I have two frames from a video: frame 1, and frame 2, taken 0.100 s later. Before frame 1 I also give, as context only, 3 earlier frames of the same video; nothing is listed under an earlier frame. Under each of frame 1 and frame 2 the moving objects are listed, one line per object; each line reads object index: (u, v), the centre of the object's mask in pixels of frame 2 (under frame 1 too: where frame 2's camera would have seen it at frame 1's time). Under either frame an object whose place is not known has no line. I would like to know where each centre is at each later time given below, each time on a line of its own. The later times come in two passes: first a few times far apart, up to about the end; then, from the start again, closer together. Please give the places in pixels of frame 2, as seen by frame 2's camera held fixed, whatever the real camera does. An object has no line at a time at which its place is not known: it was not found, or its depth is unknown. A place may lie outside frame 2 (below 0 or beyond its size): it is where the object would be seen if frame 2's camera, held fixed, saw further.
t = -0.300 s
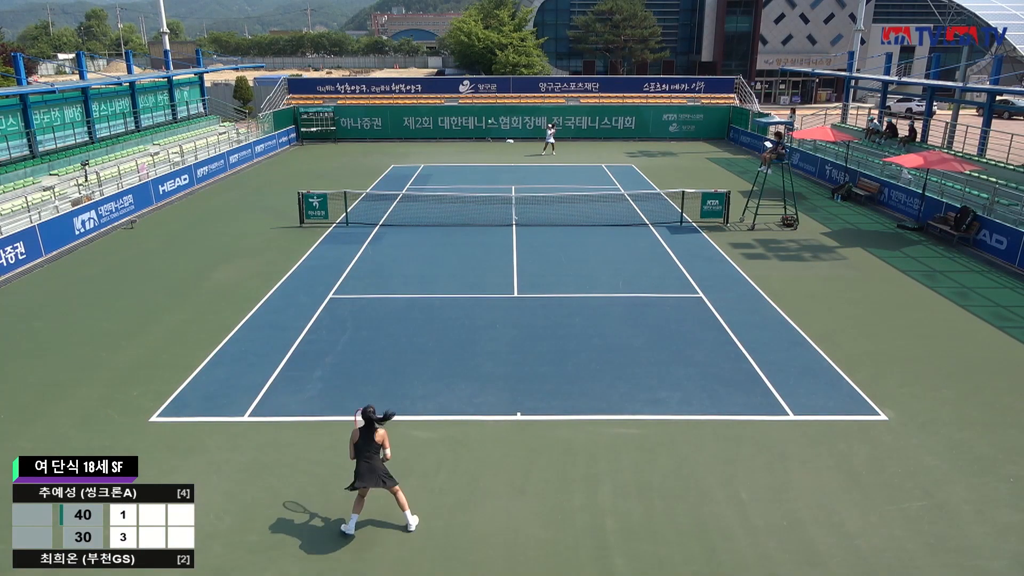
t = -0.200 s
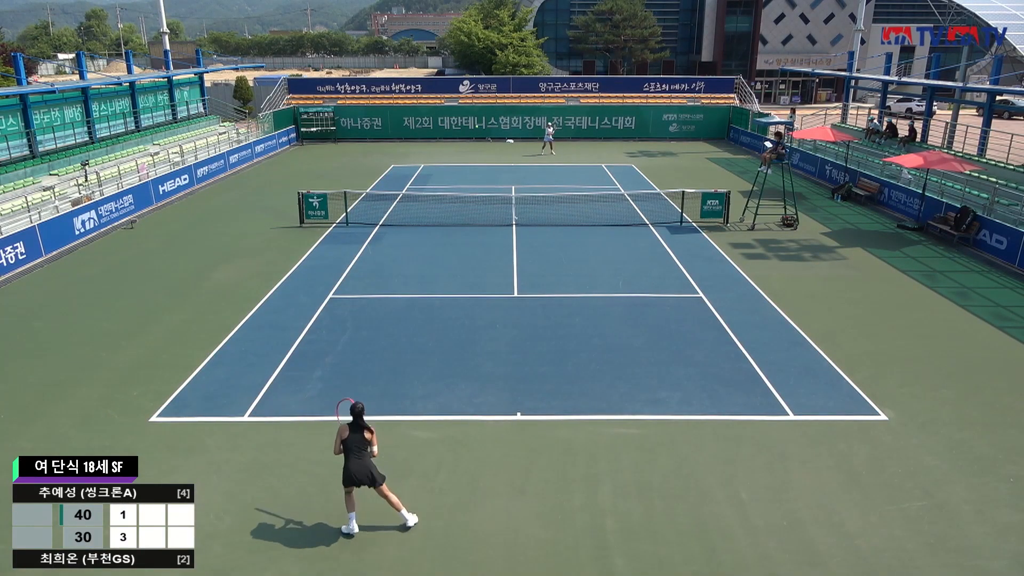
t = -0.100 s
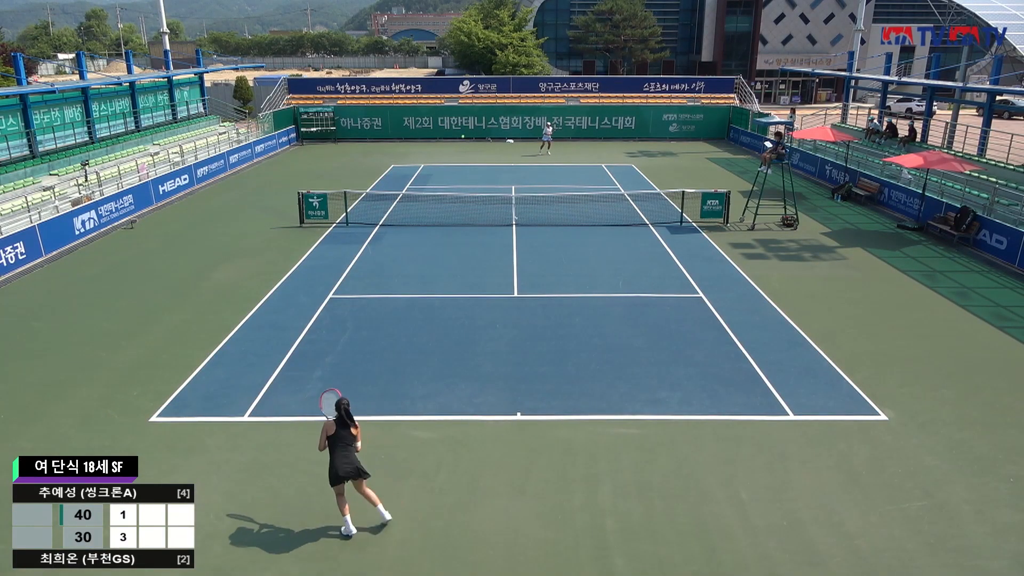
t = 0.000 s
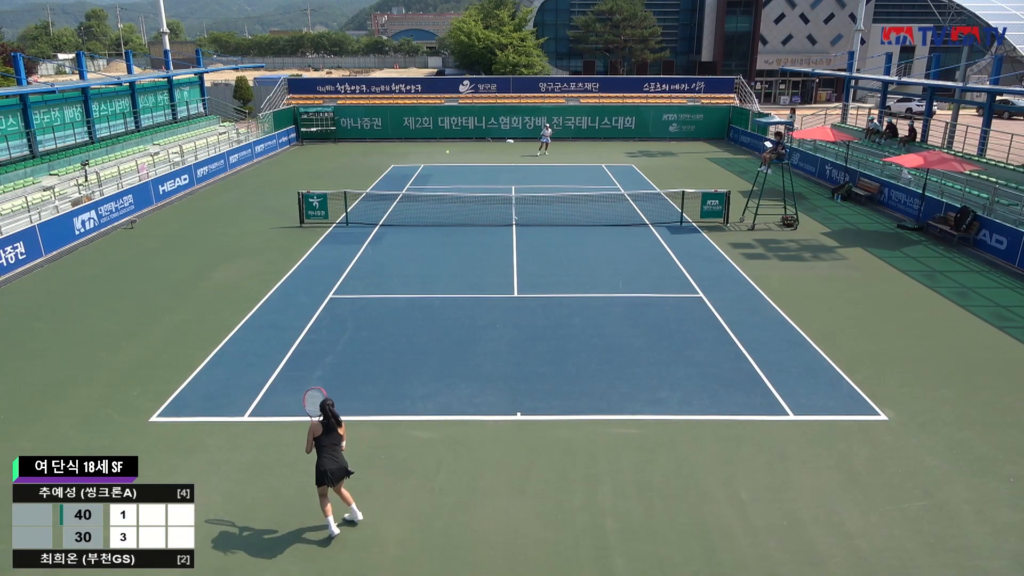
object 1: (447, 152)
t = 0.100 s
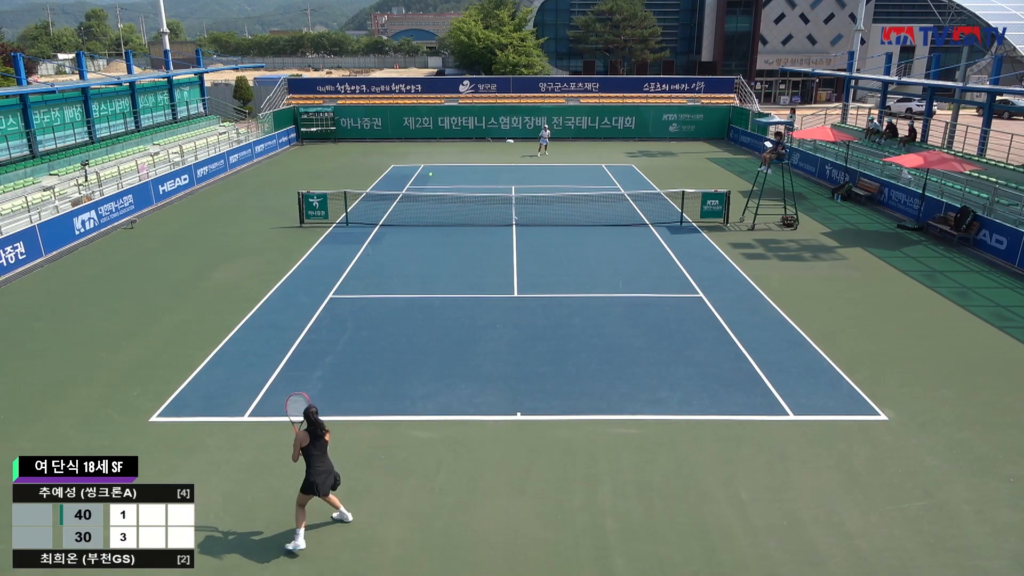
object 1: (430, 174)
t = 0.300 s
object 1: (390, 245)
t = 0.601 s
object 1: (317, 326)
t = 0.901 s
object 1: (217, 350)
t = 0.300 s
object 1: (390, 245)
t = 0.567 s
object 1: (325, 327)
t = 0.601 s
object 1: (317, 326)
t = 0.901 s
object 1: (217, 350)
